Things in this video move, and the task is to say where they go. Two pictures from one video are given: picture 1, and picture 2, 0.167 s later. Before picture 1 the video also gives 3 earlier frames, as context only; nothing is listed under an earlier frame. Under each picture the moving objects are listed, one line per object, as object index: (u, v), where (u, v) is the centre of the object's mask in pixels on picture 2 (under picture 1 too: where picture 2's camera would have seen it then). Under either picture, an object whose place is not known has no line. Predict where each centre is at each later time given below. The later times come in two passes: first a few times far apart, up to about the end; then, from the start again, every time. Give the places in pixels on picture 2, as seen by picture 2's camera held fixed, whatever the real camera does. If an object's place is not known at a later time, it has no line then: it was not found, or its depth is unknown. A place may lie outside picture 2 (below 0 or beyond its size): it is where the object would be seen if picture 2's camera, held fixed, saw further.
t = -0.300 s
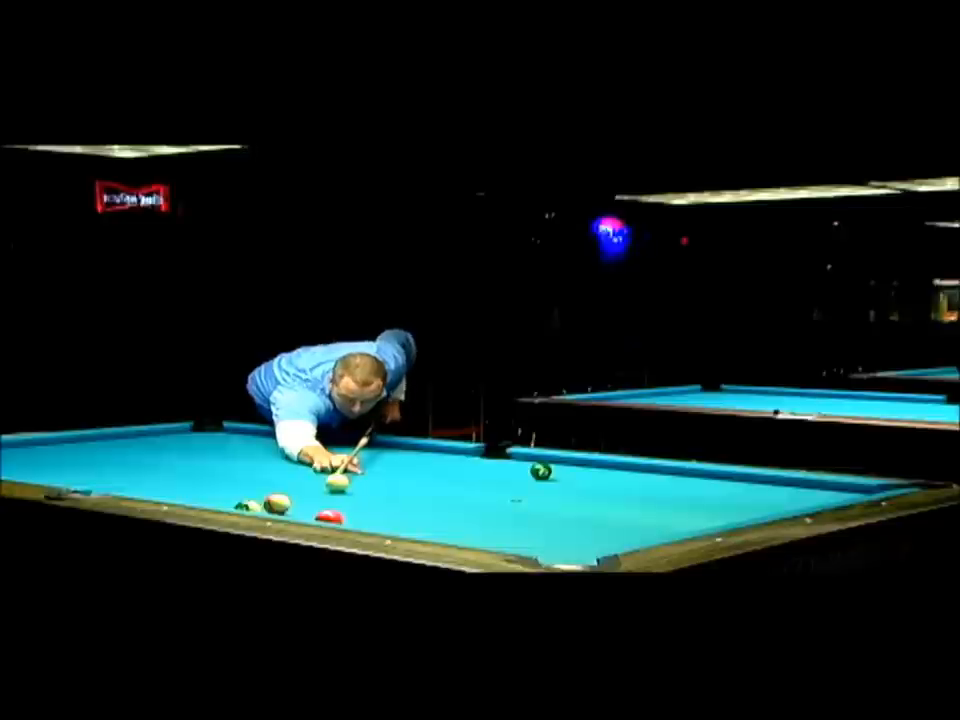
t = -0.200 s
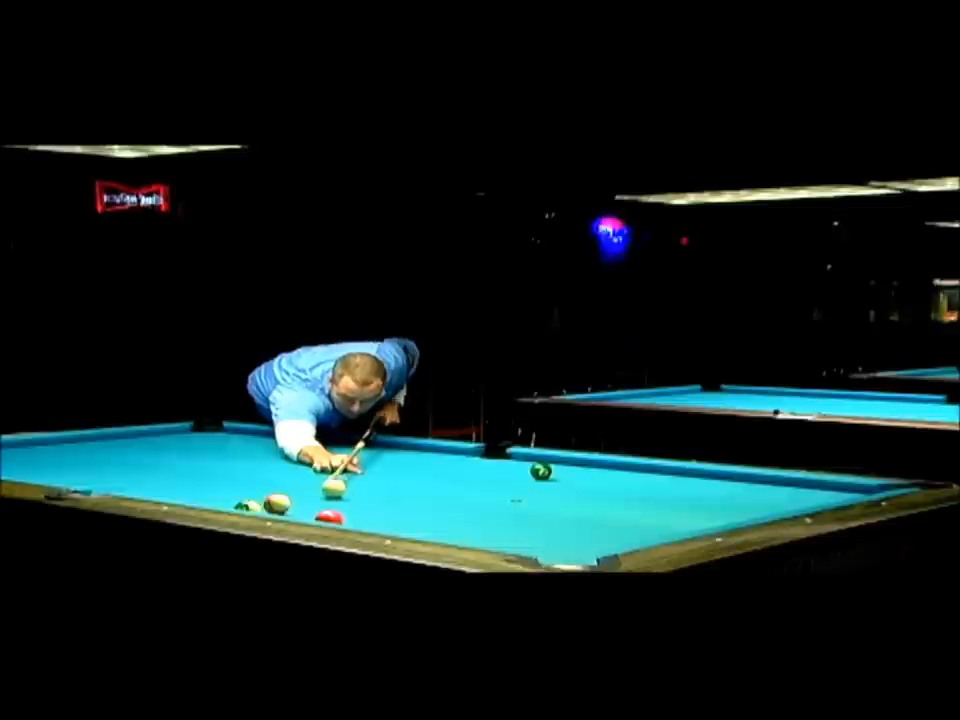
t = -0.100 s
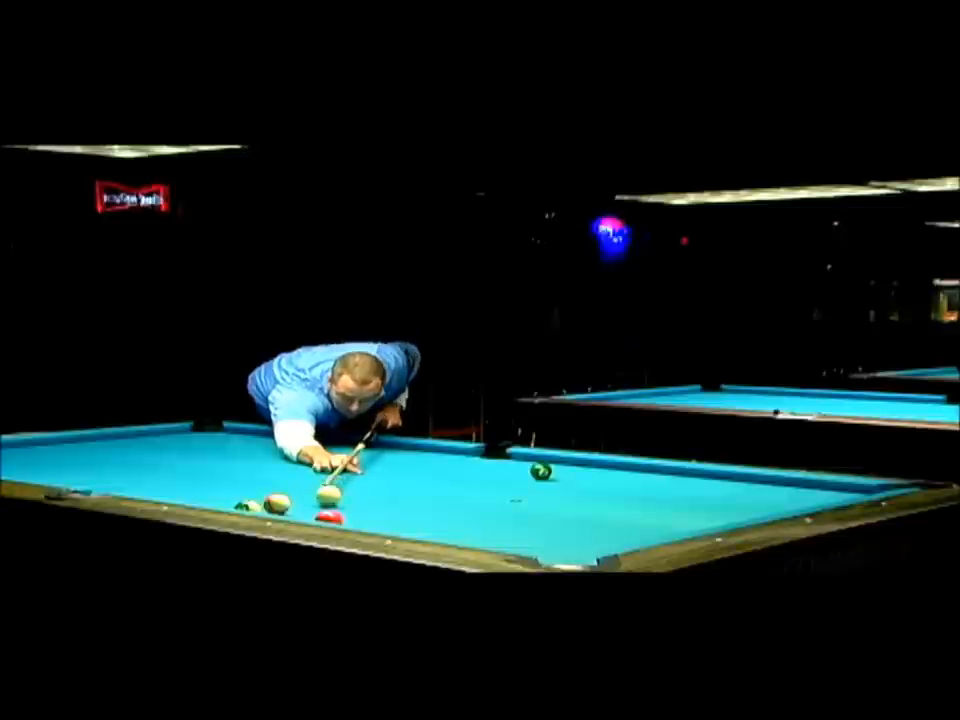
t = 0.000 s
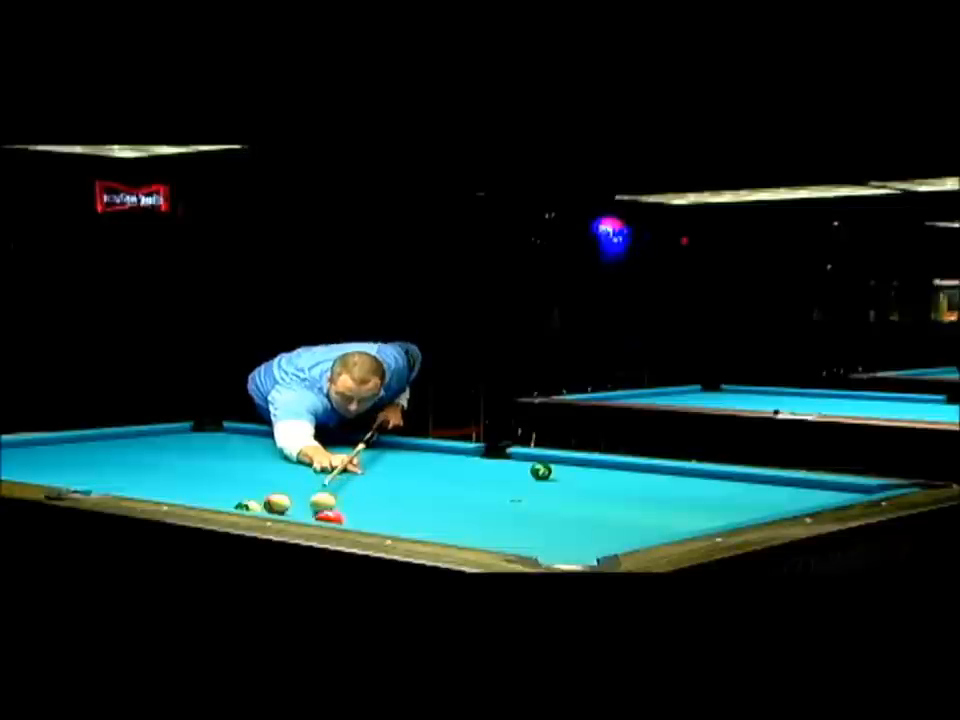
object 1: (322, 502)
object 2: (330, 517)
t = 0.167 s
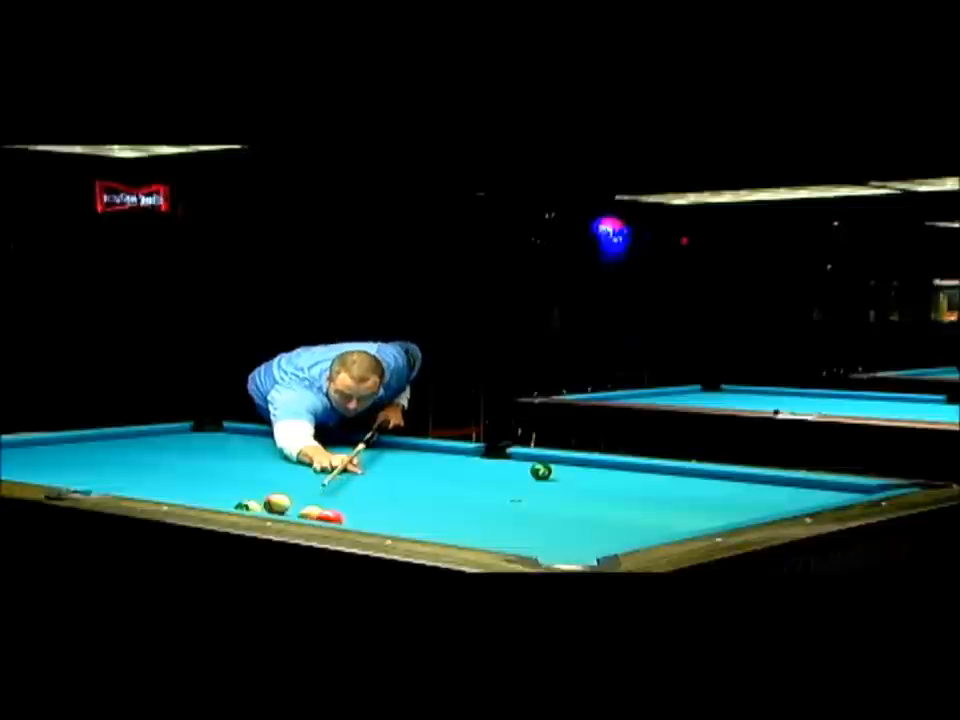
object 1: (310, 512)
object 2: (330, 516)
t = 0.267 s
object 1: (311, 513)
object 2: (349, 519)
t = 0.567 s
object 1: (338, 507)
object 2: (405, 528)
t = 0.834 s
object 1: (360, 499)
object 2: (455, 535)
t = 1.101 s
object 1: (379, 492)
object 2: (506, 542)
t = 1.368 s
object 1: (396, 486)
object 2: (555, 553)
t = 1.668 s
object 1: (414, 479)
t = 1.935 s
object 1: (428, 475)
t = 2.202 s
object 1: (440, 471)
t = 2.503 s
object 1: (453, 466)
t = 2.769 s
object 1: (464, 463)
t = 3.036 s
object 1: (473, 460)
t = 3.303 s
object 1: (481, 457)
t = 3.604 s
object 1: (489, 455)
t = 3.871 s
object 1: (495, 453)
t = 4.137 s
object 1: (490, 452)
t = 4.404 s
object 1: (485, 451)
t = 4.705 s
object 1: (480, 451)
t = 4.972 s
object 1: (479, 451)
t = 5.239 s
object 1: (478, 451)
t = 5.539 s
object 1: (478, 451)
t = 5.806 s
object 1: (478, 451)
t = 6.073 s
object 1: (478, 451)
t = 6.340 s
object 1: (478, 451)
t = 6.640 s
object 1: (478, 451)
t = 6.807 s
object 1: (478, 450)
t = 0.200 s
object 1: (308, 514)
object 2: (334, 517)
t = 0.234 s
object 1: (308, 513)
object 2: (342, 518)
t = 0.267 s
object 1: (311, 513)
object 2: (349, 519)
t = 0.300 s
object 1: (314, 512)
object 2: (355, 520)
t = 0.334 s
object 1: (318, 512)
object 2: (361, 521)
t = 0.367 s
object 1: (320, 511)
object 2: (368, 522)
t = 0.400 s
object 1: (323, 511)
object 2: (374, 523)
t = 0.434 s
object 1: (327, 510)
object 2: (380, 524)
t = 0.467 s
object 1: (329, 510)
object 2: (386, 525)
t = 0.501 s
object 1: (332, 509)
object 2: (392, 526)
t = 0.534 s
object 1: (335, 508)
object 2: (399, 527)
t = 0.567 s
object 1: (338, 507)
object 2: (405, 528)
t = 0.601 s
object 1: (341, 506)
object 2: (410, 529)
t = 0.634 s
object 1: (344, 505)
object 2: (417, 530)
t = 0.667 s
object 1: (346, 504)
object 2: (423, 531)
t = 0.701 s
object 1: (349, 503)
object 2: (430, 532)
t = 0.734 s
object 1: (352, 502)
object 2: (436, 532)
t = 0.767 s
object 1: (354, 501)
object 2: (443, 534)
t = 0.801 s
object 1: (357, 500)
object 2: (449, 535)
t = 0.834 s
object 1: (360, 499)
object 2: (455, 535)
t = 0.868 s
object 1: (362, 498)
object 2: (461, 536)
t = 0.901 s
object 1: (365, 497)
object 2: (468, 537)
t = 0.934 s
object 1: (367, 496)
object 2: (474, 538)
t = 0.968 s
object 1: (369, 495)
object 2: (480, 539)
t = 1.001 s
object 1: (372, 494)
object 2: (487, 540)
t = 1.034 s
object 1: (374, 493)
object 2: (493, 541)
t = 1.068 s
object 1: (376, 493)
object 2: (500, 541)
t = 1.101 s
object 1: (379, 492)
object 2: (506, 542)
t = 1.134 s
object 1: (381, 491)
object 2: (513, 543)
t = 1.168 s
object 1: (383, 490)
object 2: (520, 545)
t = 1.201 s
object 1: (385, 490)
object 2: (526, 546)
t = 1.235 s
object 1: (388, 488)
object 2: (532, 548)
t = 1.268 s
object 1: (390, 488)
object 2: (539, 550)
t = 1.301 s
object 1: (392, 487)
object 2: (544, 551)
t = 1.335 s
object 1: (394, 486)
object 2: (549, 552)
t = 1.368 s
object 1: (396, 486)
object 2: (555, 553)
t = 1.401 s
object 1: (398, 485)
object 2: (561, 554)
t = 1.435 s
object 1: (400, 484)
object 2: (567, 555)
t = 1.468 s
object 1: (402, 483)
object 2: (574, 555)
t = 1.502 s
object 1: (404, 483)
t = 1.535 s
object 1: (406, 482)
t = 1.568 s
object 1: (408, 481)
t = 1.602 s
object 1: (410, 481)
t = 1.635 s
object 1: (412, 480)
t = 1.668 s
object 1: (414, 479)
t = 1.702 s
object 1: (416, 479)
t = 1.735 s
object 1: (417, 478)
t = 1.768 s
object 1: (419, 477)
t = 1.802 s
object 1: (421, 477)
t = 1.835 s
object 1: (423, 476)
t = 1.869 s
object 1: (424, 476)
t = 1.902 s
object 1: (426, 475)
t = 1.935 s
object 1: (428, 475)
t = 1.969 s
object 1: (430, 474)
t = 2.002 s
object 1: (431, 474)
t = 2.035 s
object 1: (433, 473)
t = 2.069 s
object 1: (434, 473)
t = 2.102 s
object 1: (436, 472)
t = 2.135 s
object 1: (437, 472)
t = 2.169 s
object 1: (439, 471)
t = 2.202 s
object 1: (440, 471)
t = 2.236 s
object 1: (442, 470)
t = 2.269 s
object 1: (443, 469)
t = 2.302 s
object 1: (444, 469)
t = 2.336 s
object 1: (446, 469)
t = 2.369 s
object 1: (447, 468)
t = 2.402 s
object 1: (449, 468)
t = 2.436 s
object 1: (450, 467)
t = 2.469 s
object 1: (451, 467)
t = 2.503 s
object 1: (453, 466)
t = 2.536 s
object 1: (454, 466)
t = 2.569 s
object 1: (455, 465)
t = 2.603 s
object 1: (457, 465)
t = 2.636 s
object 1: (458, 465)
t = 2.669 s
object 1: (460, 464)
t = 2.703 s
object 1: (461, 464)
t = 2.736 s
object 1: (462, 464)
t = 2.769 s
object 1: (464, 463)
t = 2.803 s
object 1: (465, 463)
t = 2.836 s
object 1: (466, 462)
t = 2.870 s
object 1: (467, 462)
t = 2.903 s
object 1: (468, 461)
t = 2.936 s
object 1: (469, 461)
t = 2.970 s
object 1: (471, 461)
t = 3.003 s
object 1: (472, 460)
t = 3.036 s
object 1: (473, 460)
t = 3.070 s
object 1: (474, 460)
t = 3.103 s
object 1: (475, 459)
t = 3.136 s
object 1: (476, 459)
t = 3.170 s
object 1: (477, 459)
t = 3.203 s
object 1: (478, 458)
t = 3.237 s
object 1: (479, 458)
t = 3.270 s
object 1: (480, 458)
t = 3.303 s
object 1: (481, 457)
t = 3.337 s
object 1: (482, 457)
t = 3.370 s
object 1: (483, 457)
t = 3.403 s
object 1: (484, 457)
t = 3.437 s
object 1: (485, 456)
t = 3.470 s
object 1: (486, 456)
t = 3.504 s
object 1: (487, 456)
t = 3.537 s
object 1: (487, 455)
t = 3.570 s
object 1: (488, 455)
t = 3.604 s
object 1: (489, 455)
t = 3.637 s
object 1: (490, 454)
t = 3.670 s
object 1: (491, 454)
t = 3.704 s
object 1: (492, 454)
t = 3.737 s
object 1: (492, 454)
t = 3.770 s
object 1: (493, 453)
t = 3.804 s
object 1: (494, 453)
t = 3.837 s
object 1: (495, 453)
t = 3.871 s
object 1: (495, 453)
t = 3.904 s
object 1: (496, 453)
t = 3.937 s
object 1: (496, 452)
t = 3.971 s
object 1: (495, 452)
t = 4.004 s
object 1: (494, 452)
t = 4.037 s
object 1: (493, 452)
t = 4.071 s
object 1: (492, 452)
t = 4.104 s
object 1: (491, 452)
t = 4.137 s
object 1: (490, 452)
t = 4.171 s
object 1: (489, 452)
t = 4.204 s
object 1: (489, 452)
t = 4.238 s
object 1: (488, 452)
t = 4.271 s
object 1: (487, 452)
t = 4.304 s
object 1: (487, 452)
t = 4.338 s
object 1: (486, 451)
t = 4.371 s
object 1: (485, 451)
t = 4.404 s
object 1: (485, 451)
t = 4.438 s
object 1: (484, 451)
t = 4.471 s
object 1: (484, 451)
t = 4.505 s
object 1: (483, 451)
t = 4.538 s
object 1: (482, 451)
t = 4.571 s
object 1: (482, 451)
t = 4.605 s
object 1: (481, 451)
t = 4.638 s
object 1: (481, 451)
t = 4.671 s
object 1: (480, 451)
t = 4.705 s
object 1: (480, 451)
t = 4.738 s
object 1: (480, 451)
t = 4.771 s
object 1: (479, 451)
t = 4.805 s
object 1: (480, 451)
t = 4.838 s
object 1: (479, 451)
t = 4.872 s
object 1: (479, 451)
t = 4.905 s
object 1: (479, 451)
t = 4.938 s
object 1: (479, 451)
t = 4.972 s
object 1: (479, 451)
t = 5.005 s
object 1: (478, 450)
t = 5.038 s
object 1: (478, 450)
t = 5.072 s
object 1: (478, 450)
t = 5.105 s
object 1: (478, 450)
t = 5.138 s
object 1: (478, 451)
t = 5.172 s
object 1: (478, 451)
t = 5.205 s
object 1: (478, 450)
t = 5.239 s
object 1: (478, 451)
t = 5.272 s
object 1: (478, 451)
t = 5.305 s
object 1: (478, 451)
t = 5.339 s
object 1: (478, 451)
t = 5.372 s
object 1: (478, 451)
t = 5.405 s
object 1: (478, 451)
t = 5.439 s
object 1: (478, 451)
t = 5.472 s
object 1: (478, 451)
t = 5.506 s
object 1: (478, 451)
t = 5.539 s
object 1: (478, 451)
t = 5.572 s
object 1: (478, 451)
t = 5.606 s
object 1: (478, 451)
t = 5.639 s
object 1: (478, 451)
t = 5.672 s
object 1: (478, 451)
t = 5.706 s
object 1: (478, 451)
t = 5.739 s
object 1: (478, 451)
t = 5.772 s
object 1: (478, 451)
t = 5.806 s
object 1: (478, 451)
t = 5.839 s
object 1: (478, 451)
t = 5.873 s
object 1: (478, 451)
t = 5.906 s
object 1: (478, 451)
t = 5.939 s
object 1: (478, 451)
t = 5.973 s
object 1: (478, 451)
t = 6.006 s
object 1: (478, 451)
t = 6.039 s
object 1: (478, 451)
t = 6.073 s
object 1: (478, 451)
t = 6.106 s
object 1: (478, 451)
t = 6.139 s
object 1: (478, 451)
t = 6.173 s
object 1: (479, 450)
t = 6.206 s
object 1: (479, 451)
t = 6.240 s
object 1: (478, 451)
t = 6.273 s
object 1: (478, 451)
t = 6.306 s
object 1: (478, 451)
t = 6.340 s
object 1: (478, 451)
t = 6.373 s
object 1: (479, 451)
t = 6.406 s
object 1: (479, 451)
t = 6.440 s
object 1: (478, 451)
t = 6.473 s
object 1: (478, 451)
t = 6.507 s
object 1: (478, 451)
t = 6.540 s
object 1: (478, 451)
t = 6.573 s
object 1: (478, 451)
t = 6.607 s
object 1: (478, 451)
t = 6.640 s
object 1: (478, 451)
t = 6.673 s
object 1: (478, 450)
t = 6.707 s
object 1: (478, 450)
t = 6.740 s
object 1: (478, 450)
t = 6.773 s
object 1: (478, 450)
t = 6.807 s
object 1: (478, 450)
